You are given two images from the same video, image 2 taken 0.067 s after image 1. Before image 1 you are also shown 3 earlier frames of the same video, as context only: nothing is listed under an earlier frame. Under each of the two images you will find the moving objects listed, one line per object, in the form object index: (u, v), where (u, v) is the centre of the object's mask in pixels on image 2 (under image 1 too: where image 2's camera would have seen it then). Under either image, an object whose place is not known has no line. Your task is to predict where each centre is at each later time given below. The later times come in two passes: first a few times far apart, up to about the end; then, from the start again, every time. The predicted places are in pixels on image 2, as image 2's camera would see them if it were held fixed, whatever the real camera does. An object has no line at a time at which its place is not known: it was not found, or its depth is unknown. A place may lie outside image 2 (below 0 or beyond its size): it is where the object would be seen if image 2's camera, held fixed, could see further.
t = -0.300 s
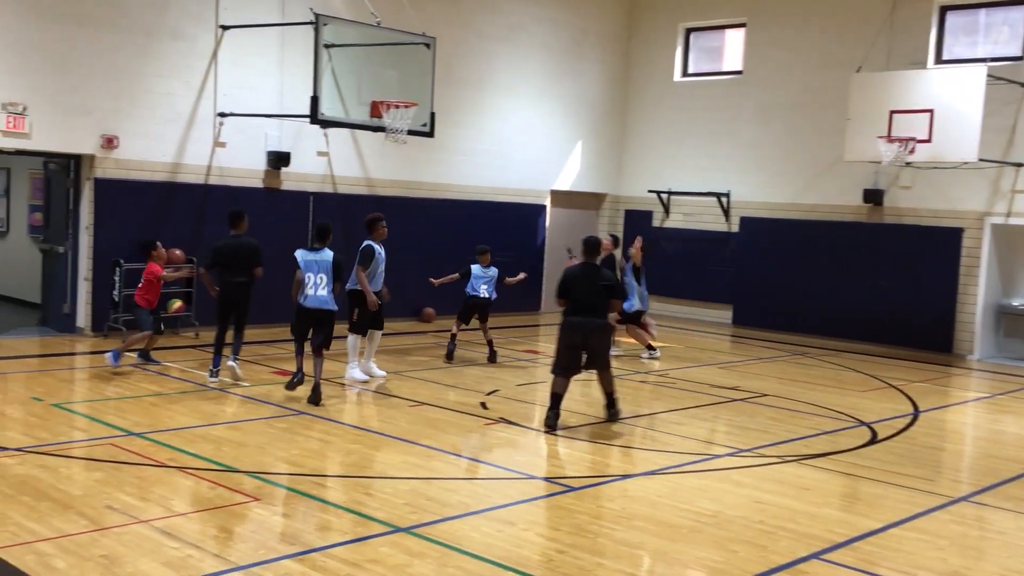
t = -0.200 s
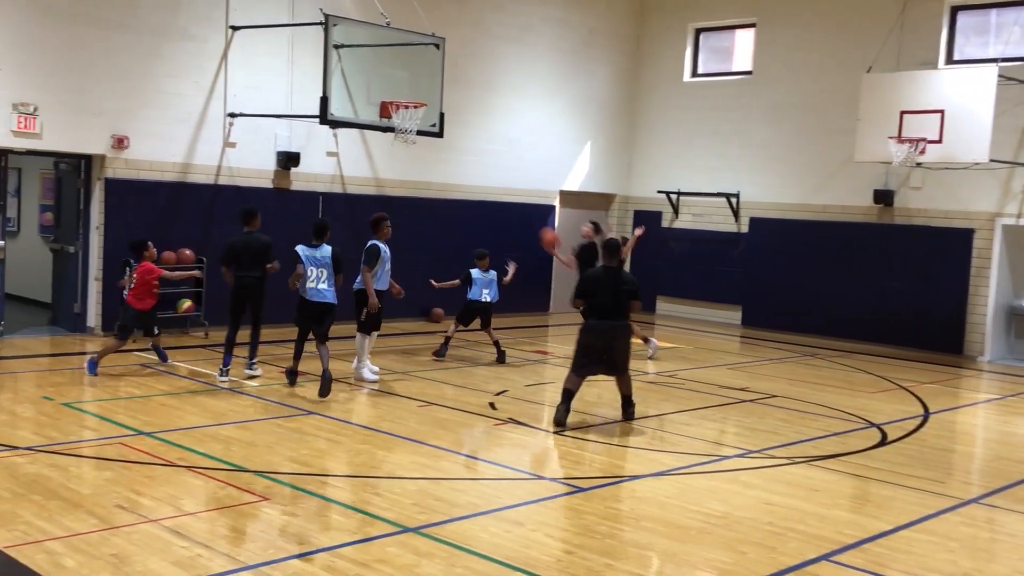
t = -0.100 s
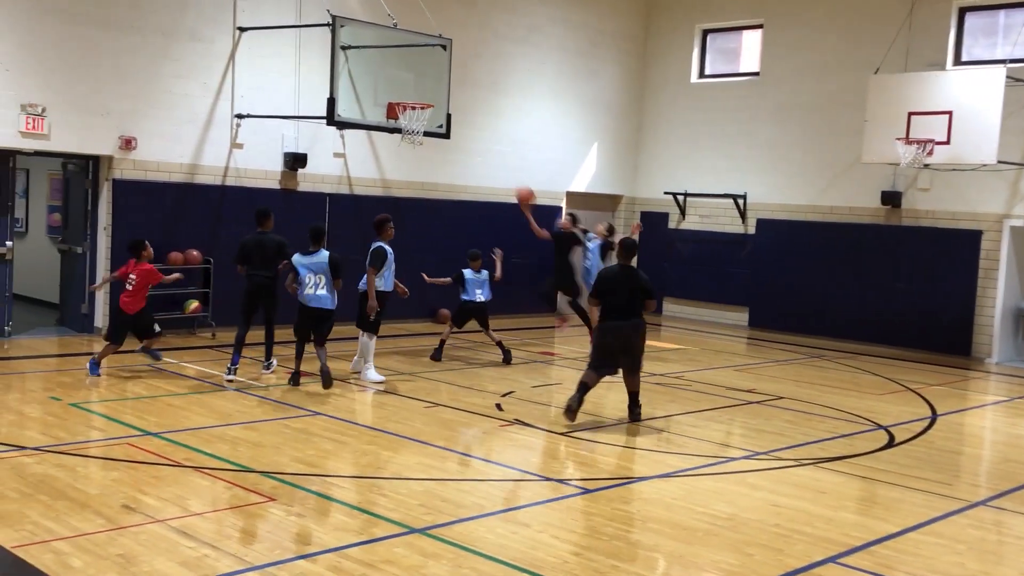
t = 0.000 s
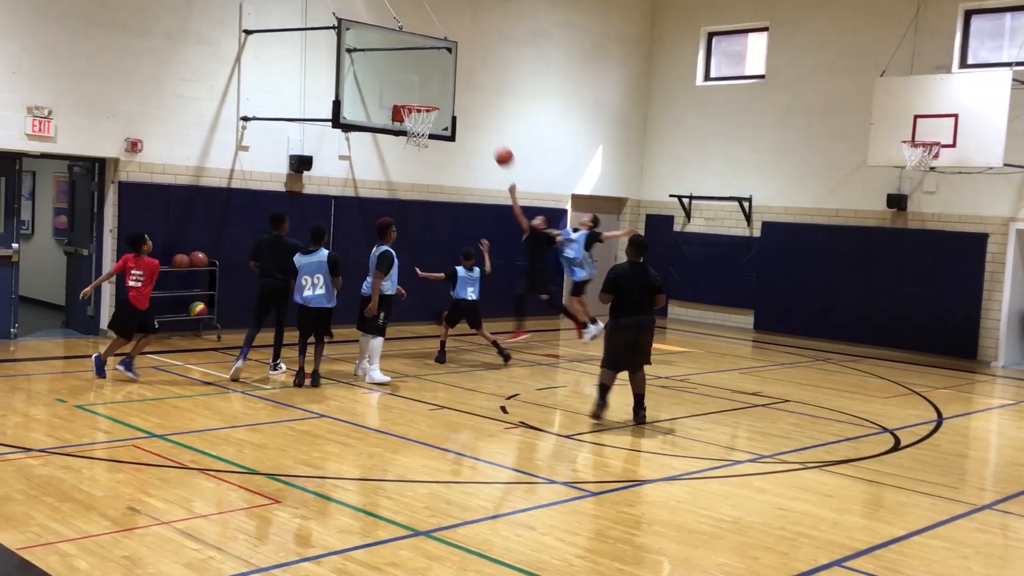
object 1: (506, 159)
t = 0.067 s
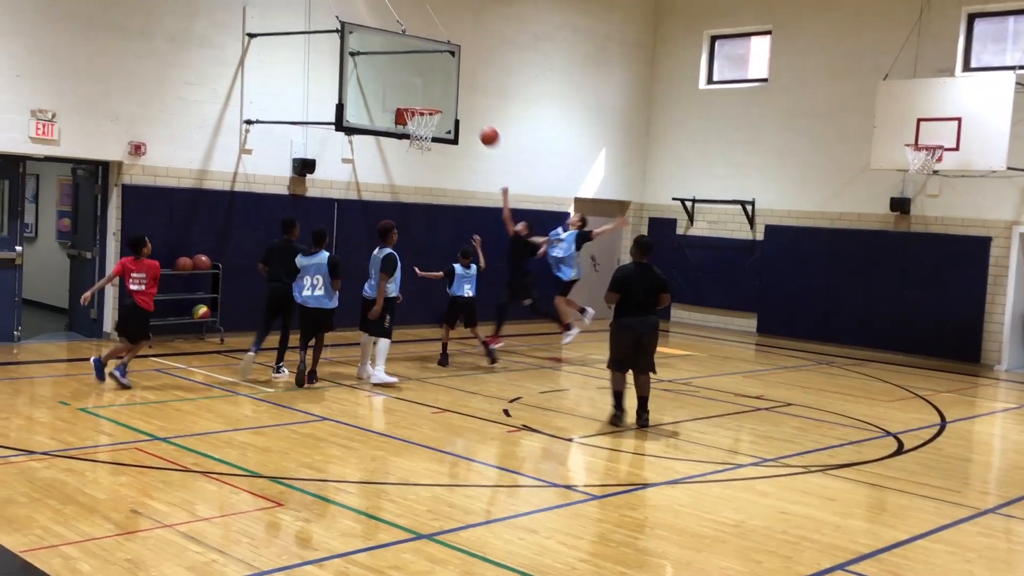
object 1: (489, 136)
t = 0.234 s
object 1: (443, 92)
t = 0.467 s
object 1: (423, 74)
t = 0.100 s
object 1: (480, 126)
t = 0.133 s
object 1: (471, 117)
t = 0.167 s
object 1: (462, 108)
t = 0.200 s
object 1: (453, 99)
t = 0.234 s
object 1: (443, 92)
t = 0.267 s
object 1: (434, 86)
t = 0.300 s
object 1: (425, 81)
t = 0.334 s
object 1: (421, 77)
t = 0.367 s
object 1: (421, 75)
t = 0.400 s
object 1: (422, 74)
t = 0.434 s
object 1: (422, 74)
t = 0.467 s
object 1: (423, 74)
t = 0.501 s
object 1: (423, 76)
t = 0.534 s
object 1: (423, 78)
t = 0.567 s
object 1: (423, 81)
